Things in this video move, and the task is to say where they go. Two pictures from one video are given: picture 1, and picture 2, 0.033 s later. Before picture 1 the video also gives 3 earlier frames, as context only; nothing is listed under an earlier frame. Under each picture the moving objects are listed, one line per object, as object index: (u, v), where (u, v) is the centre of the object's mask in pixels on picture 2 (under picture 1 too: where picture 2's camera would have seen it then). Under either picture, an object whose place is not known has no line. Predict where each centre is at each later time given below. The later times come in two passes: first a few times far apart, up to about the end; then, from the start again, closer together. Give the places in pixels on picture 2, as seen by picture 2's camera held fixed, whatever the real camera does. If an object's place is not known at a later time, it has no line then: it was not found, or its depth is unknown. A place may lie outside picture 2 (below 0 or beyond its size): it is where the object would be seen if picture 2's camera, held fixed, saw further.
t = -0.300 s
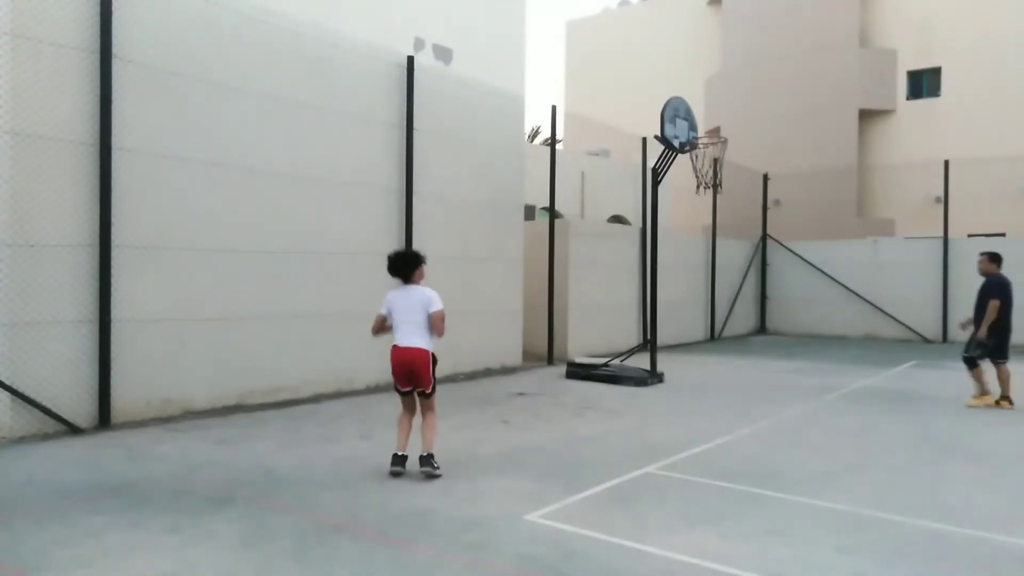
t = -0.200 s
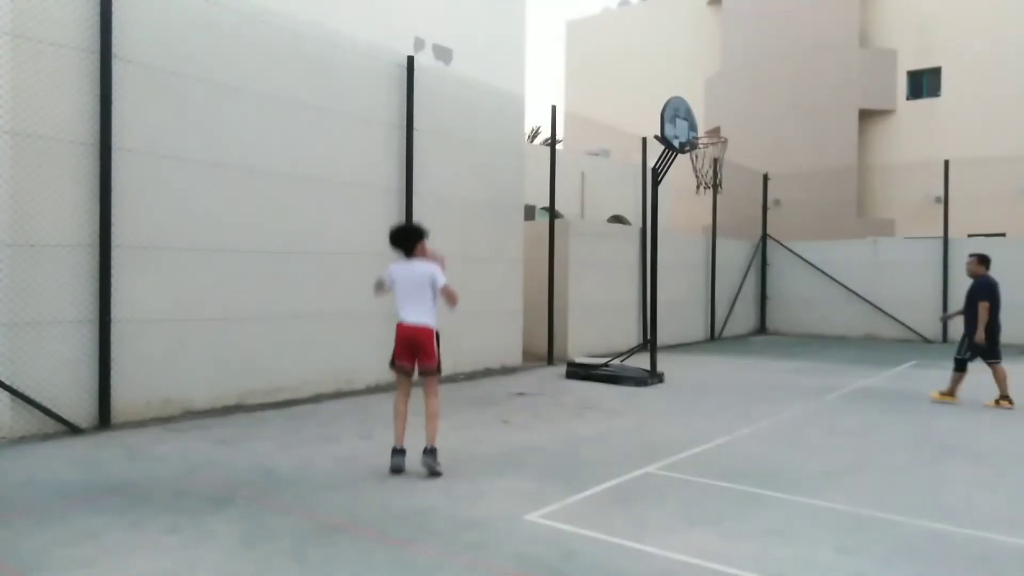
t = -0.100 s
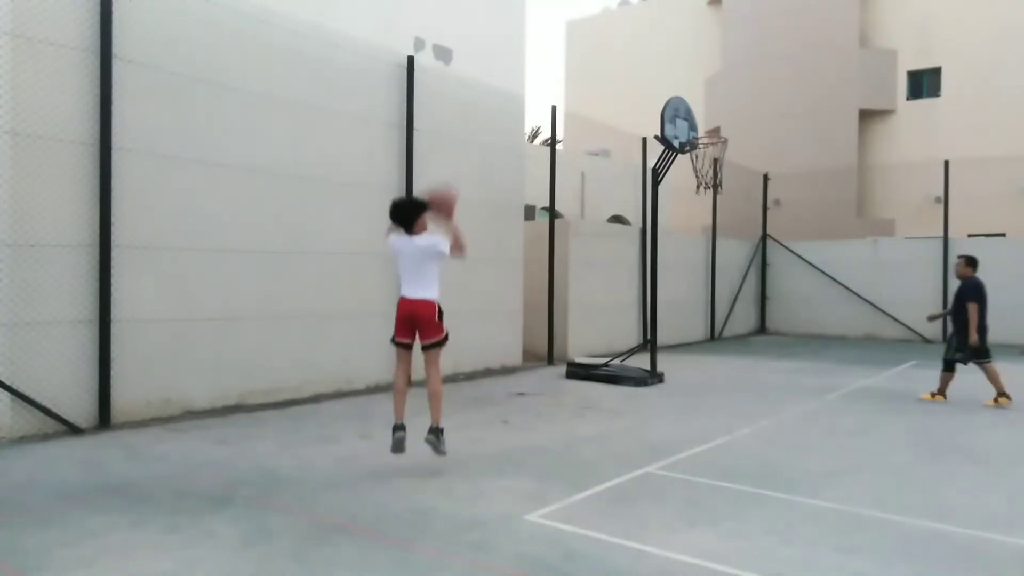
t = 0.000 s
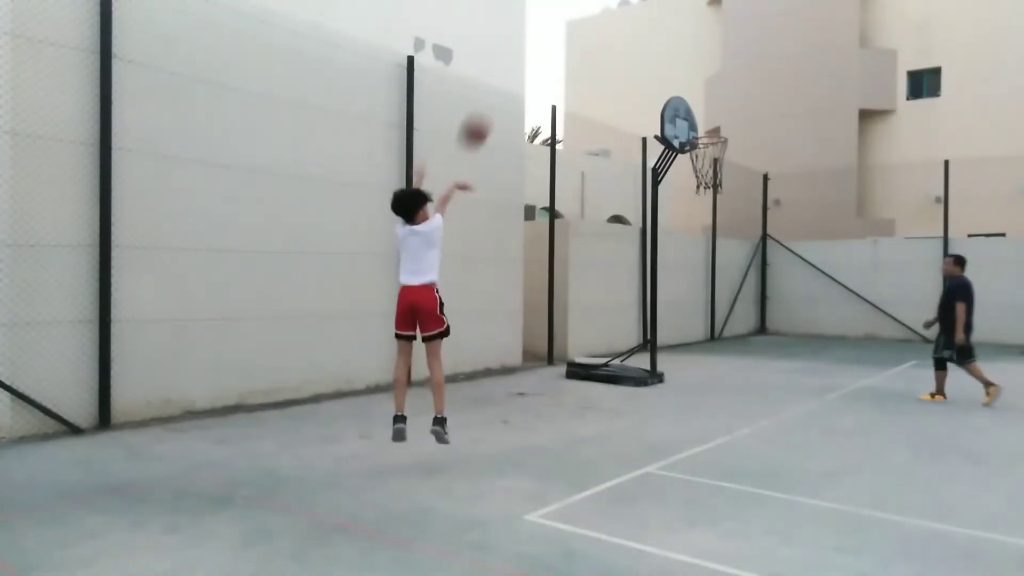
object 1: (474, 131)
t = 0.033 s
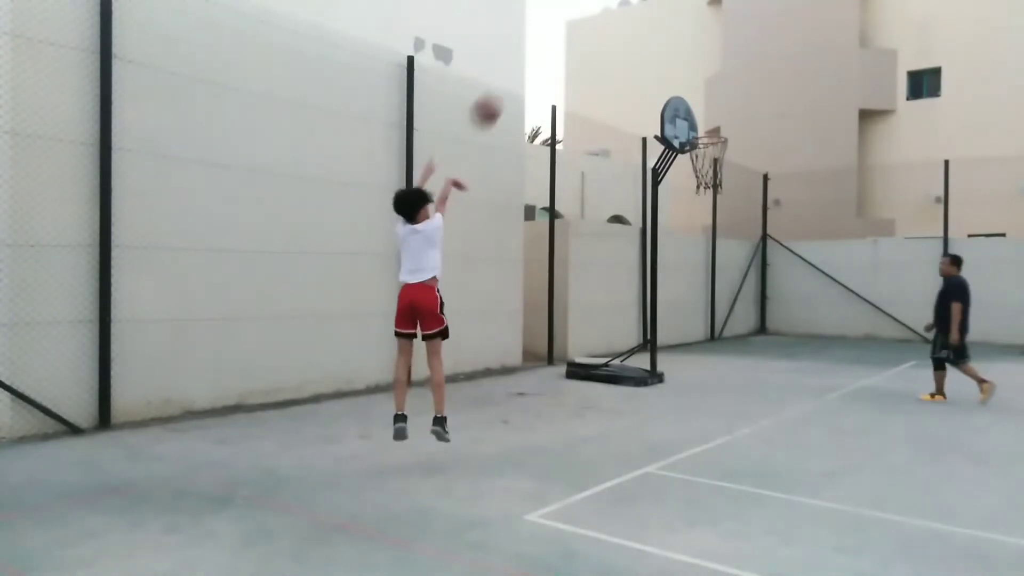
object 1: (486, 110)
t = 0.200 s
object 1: (538, 38)
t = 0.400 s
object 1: (592, 7)
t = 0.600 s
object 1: (635, 11)
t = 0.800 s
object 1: (671, 53)
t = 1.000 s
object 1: (702, 119)
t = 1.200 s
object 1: (722, 187)
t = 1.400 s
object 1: (734, 257)
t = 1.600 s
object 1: (747, 364)
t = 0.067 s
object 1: (497, 92)
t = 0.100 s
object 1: (509, 76)
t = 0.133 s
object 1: (517, 63)
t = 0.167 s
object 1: (527, 49)
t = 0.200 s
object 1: (538, 38)
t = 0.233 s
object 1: (548, 29)
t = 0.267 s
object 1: (558, 21)
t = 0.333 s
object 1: (575, 11)
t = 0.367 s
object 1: (584, 8)
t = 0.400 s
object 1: (592, 7)
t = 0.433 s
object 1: (600, 6)
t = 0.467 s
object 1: (607, 6)
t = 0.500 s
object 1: (615, 6)
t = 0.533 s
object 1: (621, 8)
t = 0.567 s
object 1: (628, 9)
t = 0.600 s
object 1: (635, 11)
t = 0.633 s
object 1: (641, 16)
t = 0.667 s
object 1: (647, 22)
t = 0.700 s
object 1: (654, 28)
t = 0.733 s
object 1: (660, 36)
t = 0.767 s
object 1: (665, 44)
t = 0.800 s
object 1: (671, 53)
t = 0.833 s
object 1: (676, 63)
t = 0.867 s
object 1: (681, 73)
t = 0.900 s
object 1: (686, 84)
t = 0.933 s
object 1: (691, 96)
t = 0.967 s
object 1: (698, 107)
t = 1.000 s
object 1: (702, 119)
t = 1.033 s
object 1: (705, 136)
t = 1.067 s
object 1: (708, 150)
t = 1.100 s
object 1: (713, 159)
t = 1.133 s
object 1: (717, 170)
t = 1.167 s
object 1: (721, 179)
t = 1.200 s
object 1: (722, 187)
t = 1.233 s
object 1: (724, 197)
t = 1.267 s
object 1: (725, 207)
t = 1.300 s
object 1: (727, 218)
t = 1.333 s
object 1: (729, 230)
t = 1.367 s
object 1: (732, 244)
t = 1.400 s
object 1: (734, 257)
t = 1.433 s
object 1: (735, 273)
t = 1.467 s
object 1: (738, 289)
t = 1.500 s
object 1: (740, 305)
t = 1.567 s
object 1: (746, 343)
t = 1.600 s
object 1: (747, 364)
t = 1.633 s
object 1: (749, 384)
